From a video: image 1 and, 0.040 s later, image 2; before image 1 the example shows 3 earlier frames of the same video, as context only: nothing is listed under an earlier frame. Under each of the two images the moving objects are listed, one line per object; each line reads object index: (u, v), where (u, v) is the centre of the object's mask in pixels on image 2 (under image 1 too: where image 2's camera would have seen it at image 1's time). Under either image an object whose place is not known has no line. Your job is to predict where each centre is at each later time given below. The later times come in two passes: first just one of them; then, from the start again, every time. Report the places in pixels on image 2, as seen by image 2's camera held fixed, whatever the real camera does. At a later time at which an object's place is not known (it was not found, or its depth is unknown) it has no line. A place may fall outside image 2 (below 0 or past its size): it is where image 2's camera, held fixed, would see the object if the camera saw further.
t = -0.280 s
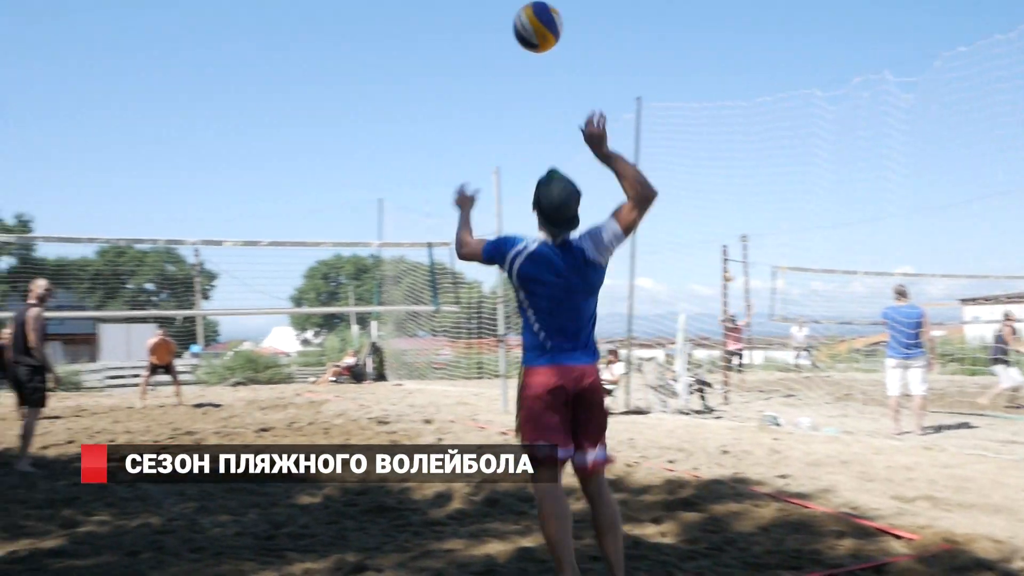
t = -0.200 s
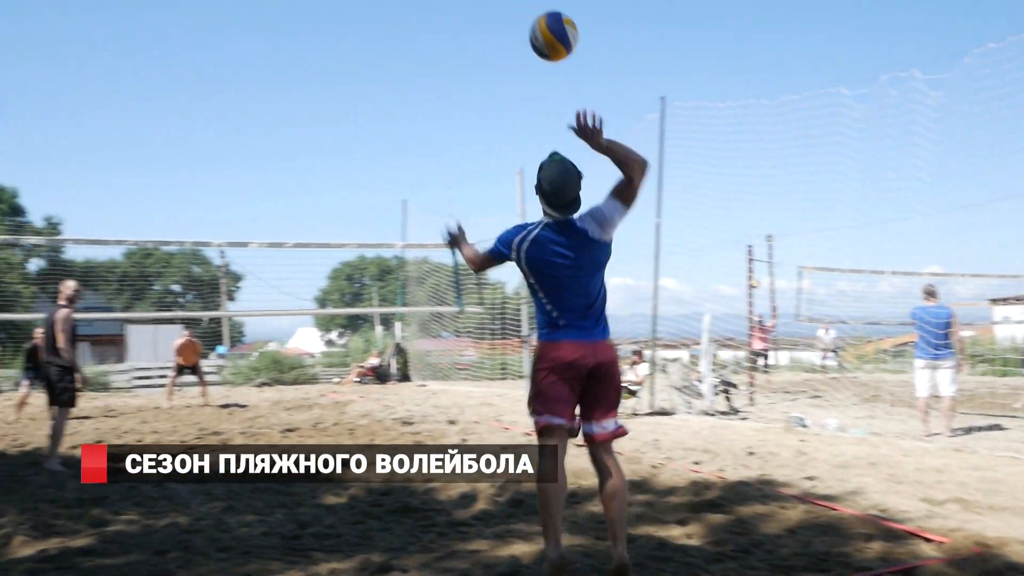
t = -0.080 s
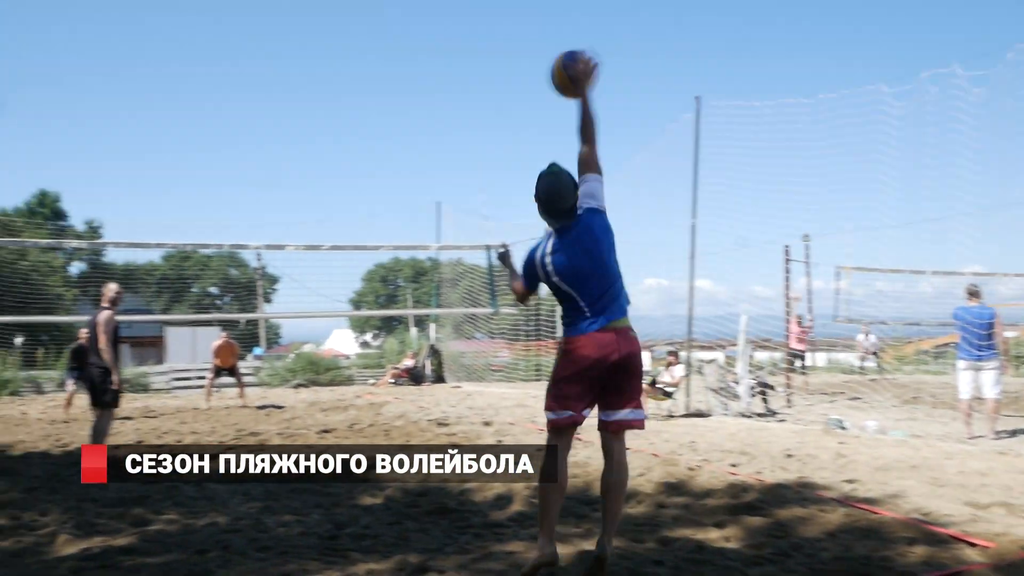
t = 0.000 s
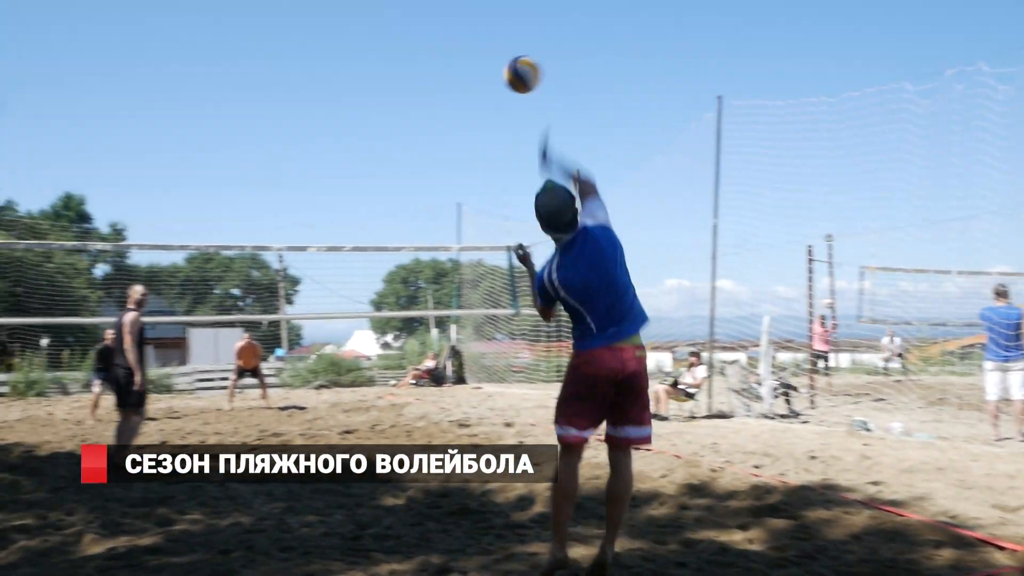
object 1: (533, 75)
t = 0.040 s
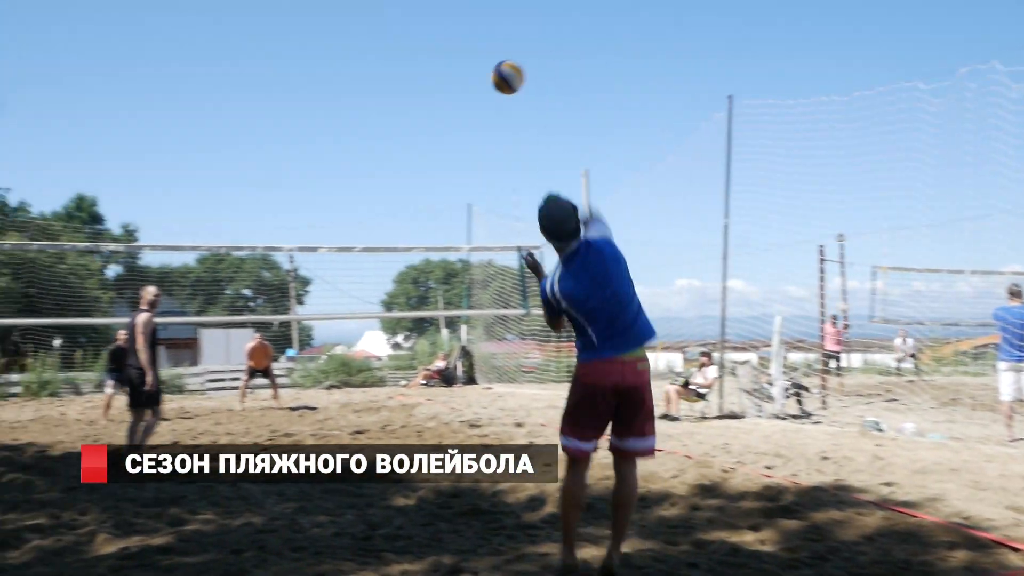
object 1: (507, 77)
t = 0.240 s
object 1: (443, 107)
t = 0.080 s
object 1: (488, 82)
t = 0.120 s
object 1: (473, 86)
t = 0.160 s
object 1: (461, 93)
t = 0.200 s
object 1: (451, 100)
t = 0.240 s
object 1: (443, 107)
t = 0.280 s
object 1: (437, 114)
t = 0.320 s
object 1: (432, 123)
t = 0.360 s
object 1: (428, 131)
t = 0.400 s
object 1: (425, 141)
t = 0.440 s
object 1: (422, 151)
